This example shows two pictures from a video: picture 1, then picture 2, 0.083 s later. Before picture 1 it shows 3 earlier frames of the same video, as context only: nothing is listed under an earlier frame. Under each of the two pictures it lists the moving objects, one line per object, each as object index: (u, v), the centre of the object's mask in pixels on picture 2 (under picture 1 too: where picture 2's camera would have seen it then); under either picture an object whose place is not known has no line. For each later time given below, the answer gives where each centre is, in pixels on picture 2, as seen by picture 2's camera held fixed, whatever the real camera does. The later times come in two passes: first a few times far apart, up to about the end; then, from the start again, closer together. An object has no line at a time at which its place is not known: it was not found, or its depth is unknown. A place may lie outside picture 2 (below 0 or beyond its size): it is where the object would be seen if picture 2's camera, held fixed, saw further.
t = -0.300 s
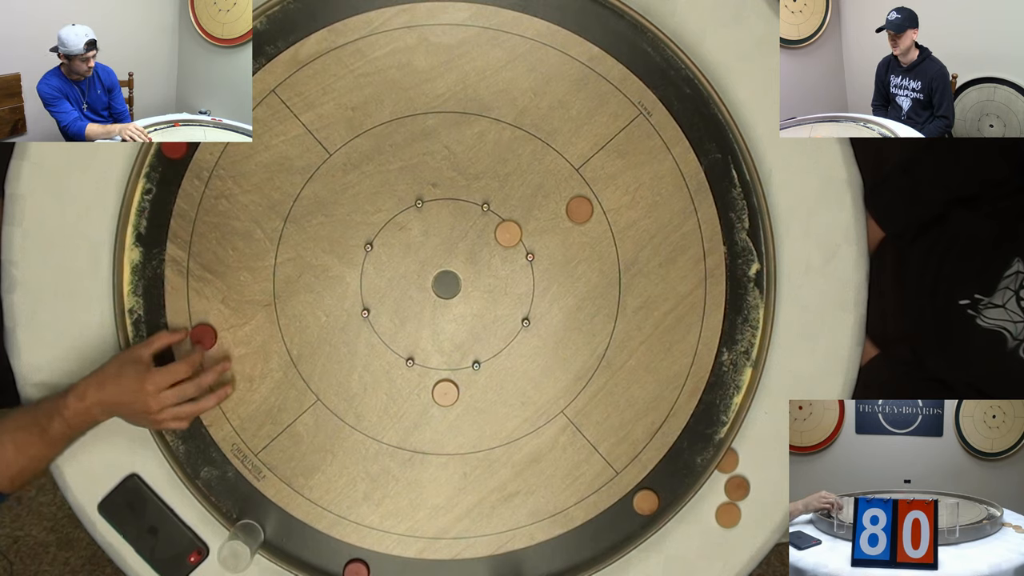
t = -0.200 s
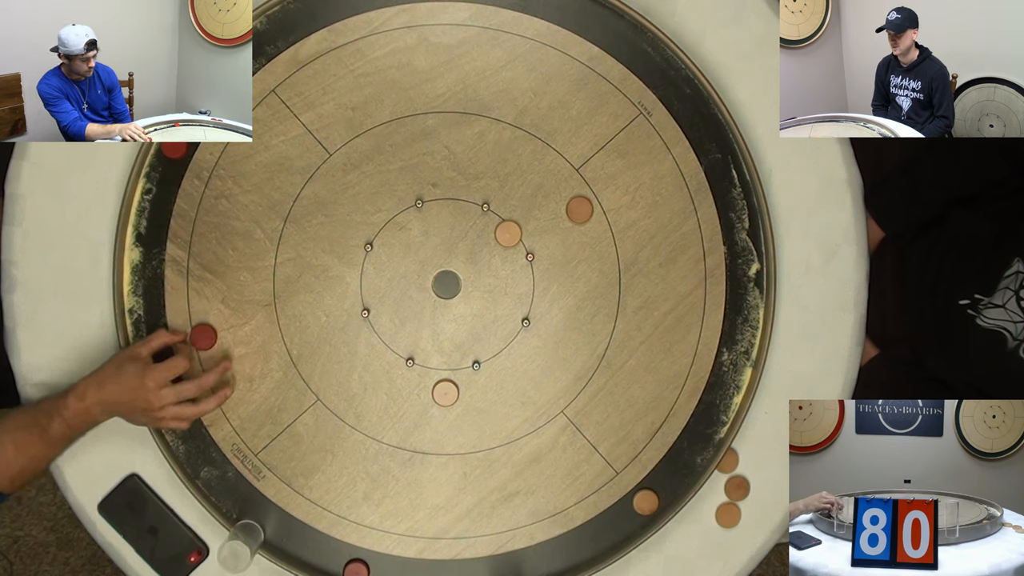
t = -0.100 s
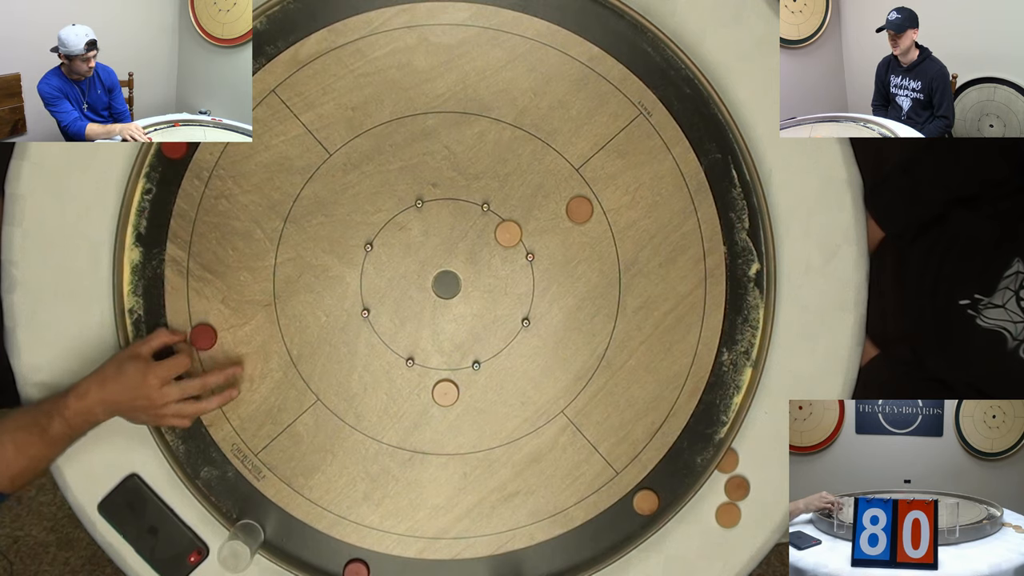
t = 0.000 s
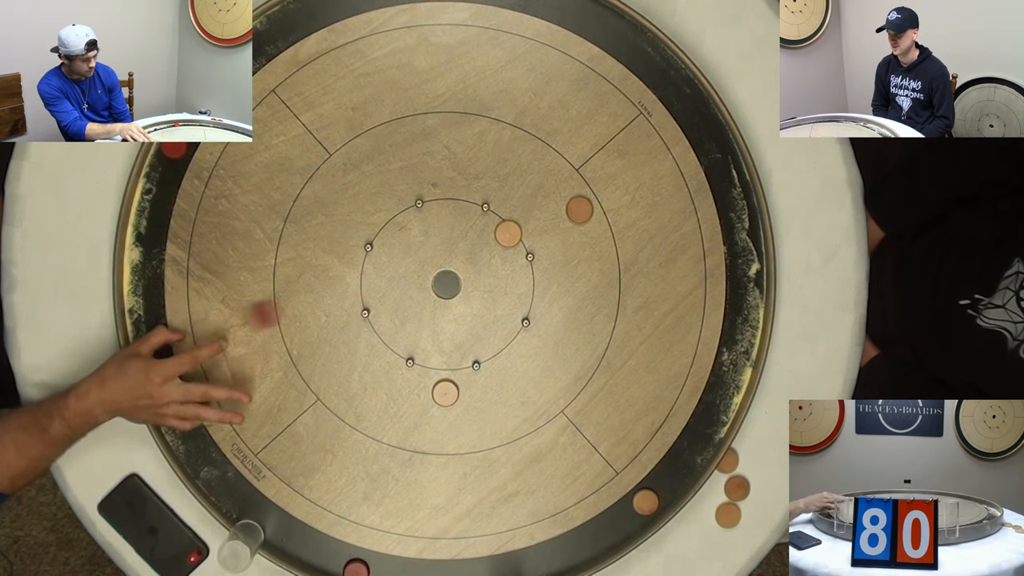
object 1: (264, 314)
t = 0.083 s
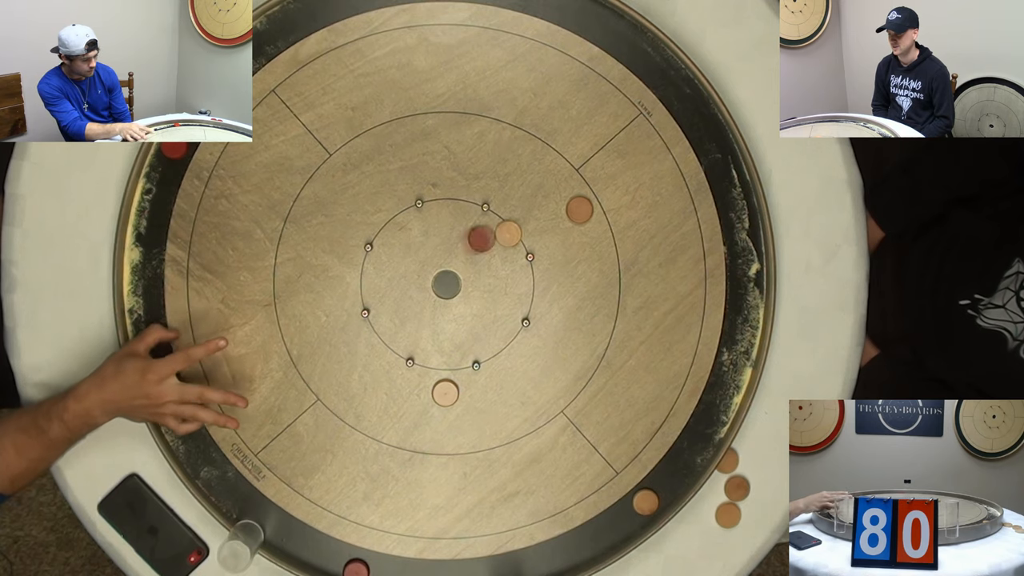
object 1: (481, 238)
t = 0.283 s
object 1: (508, 209)
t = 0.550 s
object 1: (511, 204)
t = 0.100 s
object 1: (485, 235)
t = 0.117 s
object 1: (488, 231)
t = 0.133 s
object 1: (490, 228)
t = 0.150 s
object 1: (493, 225)
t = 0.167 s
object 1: (496, 222)
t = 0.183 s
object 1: (498, 220)
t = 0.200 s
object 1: (500, 217)
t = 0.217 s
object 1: (502, 215)
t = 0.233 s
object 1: (504, 213)
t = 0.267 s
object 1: (507, 210)
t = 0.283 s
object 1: (508, 209)
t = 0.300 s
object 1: (509, 208)
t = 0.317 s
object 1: (509, 207)
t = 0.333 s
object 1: (510, 206)
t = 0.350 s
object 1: (510, 205)
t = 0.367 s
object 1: (511, 205)
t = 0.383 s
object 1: (511, 204)
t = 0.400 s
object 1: (511, 204)
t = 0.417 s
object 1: (511, 204)
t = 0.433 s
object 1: (511, 204)
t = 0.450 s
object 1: (511, 204)
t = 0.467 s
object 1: (511, 204)
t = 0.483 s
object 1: (511, 204)
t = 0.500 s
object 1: (511, 204)
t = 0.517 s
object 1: (511, 204)
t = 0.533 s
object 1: (511, 204)
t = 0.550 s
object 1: (511, 204)
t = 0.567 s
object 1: (511, 204)
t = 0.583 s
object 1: (511, 204)
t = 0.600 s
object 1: (511, 204)
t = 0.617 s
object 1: (511, 204)
